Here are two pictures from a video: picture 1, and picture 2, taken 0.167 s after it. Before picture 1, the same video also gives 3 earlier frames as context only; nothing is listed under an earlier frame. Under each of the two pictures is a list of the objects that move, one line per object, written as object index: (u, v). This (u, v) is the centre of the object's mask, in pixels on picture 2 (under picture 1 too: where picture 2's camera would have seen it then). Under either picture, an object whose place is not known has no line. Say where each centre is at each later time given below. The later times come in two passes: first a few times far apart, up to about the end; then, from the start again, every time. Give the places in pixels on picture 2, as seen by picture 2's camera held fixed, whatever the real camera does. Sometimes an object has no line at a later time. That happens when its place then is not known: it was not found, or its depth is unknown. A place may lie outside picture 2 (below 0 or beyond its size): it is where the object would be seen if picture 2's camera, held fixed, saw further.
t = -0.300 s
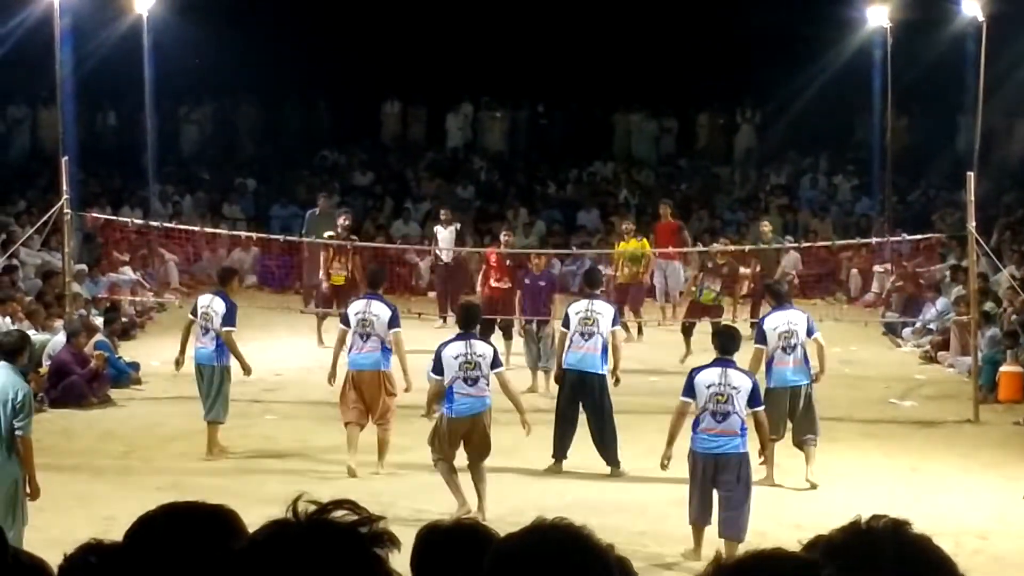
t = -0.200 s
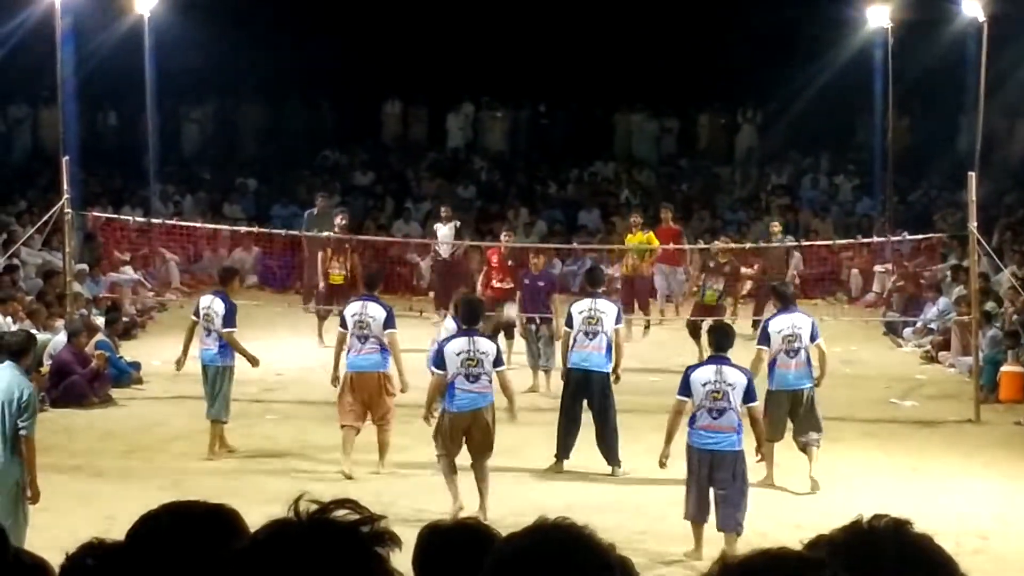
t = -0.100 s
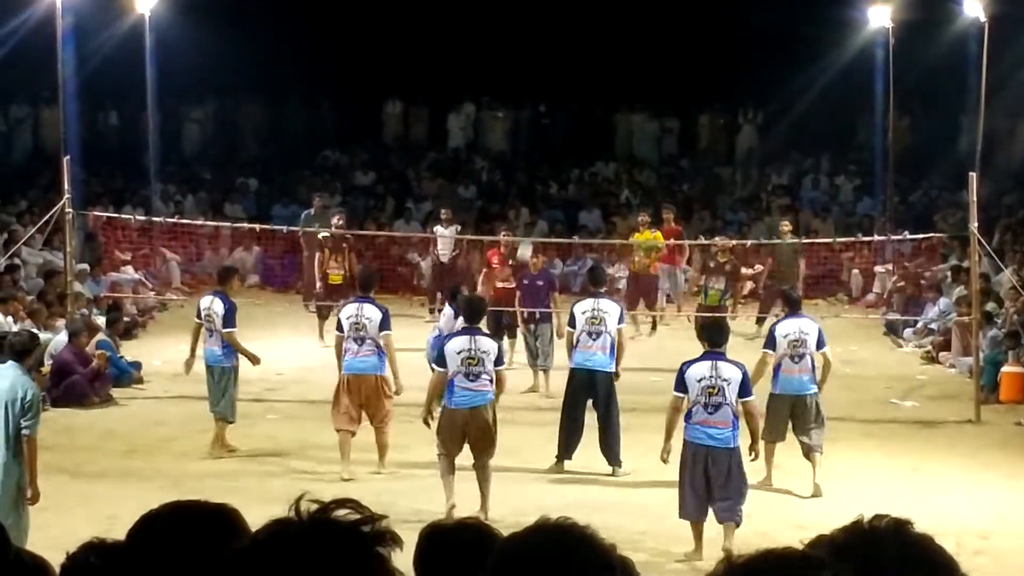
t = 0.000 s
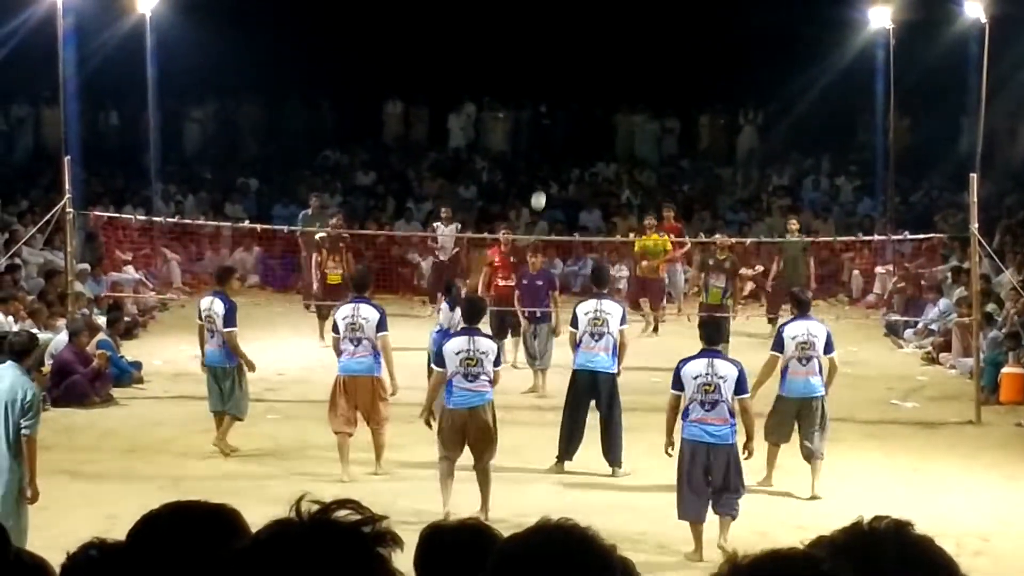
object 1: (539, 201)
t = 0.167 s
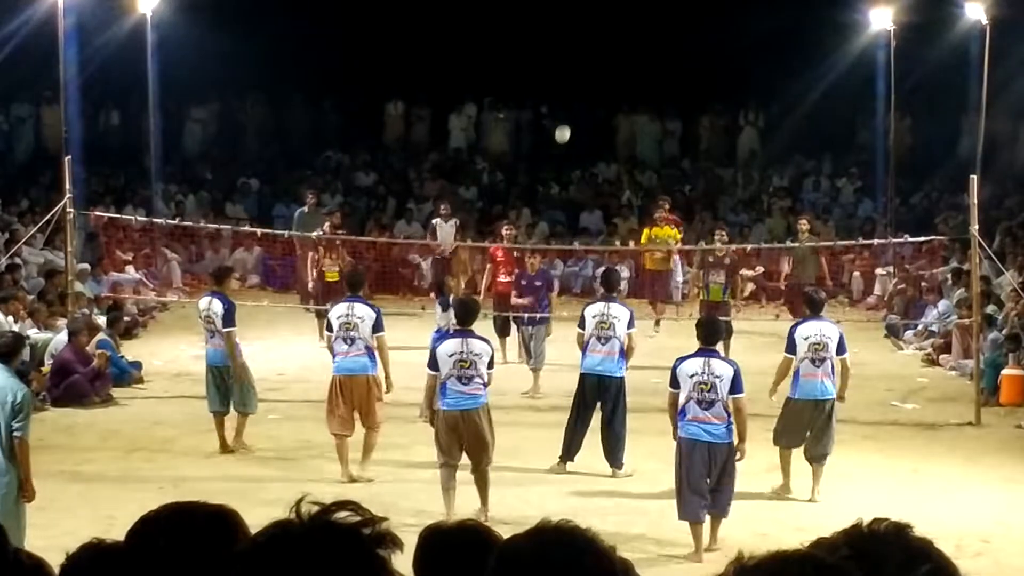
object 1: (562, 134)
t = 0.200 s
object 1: (566, 124)
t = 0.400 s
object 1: (595, 84)
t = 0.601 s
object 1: (623, 86)
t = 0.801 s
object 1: (650, 129)
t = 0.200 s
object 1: (566, 124)
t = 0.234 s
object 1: (571, 115)
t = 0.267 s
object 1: (573, 108)
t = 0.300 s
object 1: (579, 101)
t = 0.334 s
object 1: (585, 93)
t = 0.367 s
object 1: (590, 88)
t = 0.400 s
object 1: (595, 84)
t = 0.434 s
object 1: (599, 82)
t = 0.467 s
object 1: (604, 81)
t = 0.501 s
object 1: (608, 80)
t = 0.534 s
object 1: (613, 80)
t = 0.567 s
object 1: (618, 82)
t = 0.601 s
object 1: (623, 86)
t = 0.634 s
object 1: (628, 90)
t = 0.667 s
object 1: (633, 96)
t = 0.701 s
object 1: (637, 102)
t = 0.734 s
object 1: (641, 109)
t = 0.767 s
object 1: (646, 119)
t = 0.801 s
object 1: (650, 129)
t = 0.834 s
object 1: (655, 139)
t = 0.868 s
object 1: (660, 152)
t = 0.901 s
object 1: (664, 167)
